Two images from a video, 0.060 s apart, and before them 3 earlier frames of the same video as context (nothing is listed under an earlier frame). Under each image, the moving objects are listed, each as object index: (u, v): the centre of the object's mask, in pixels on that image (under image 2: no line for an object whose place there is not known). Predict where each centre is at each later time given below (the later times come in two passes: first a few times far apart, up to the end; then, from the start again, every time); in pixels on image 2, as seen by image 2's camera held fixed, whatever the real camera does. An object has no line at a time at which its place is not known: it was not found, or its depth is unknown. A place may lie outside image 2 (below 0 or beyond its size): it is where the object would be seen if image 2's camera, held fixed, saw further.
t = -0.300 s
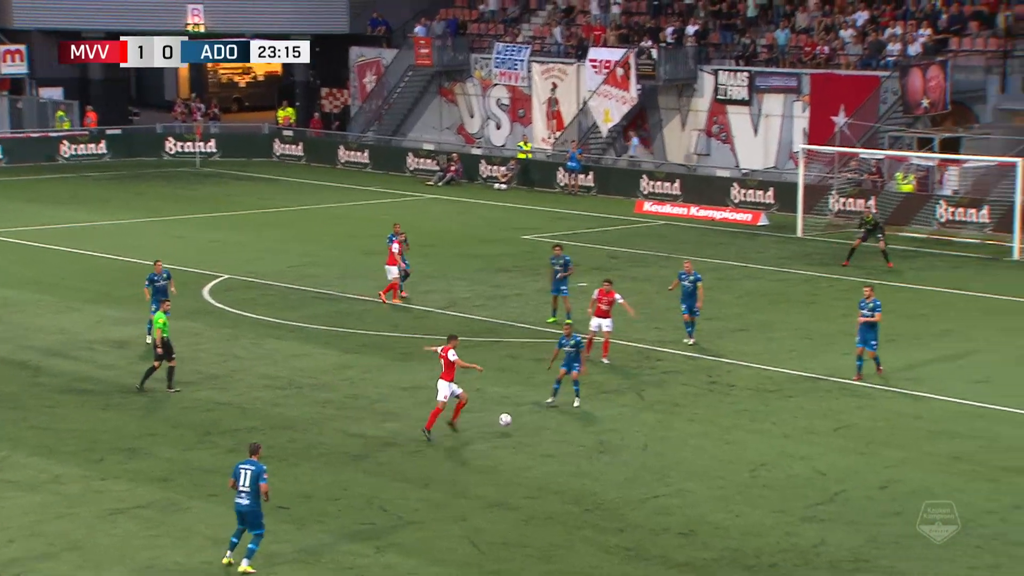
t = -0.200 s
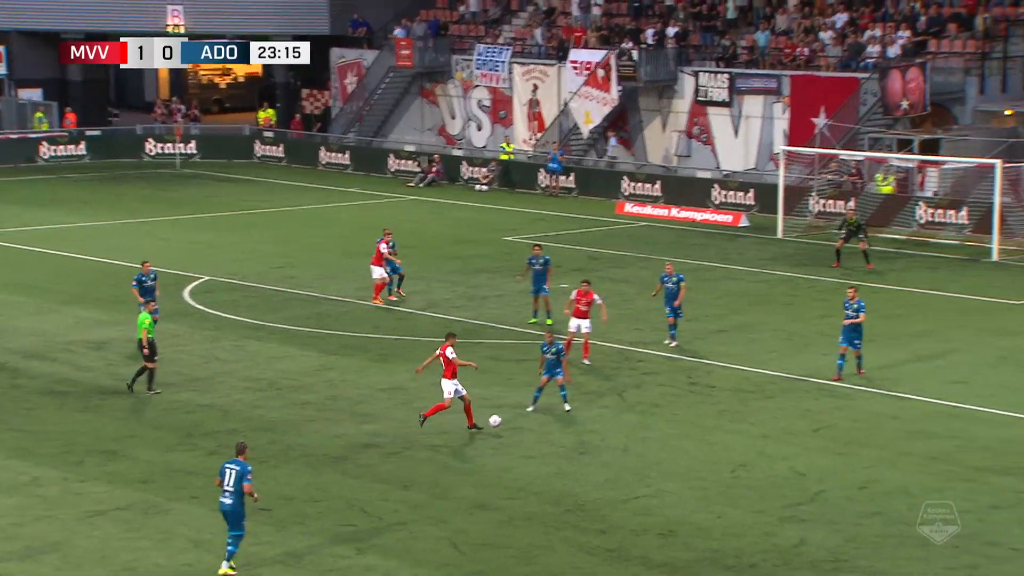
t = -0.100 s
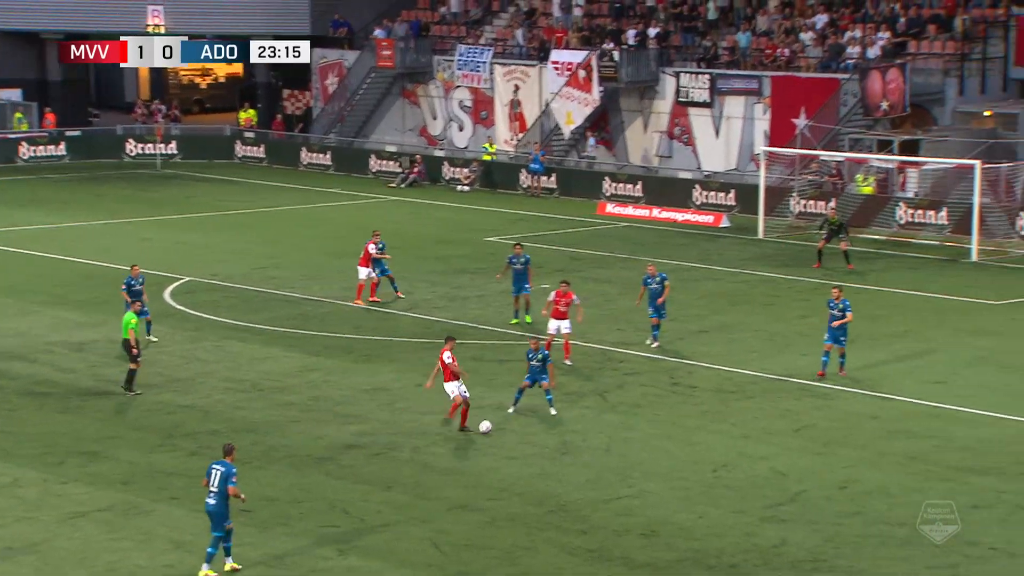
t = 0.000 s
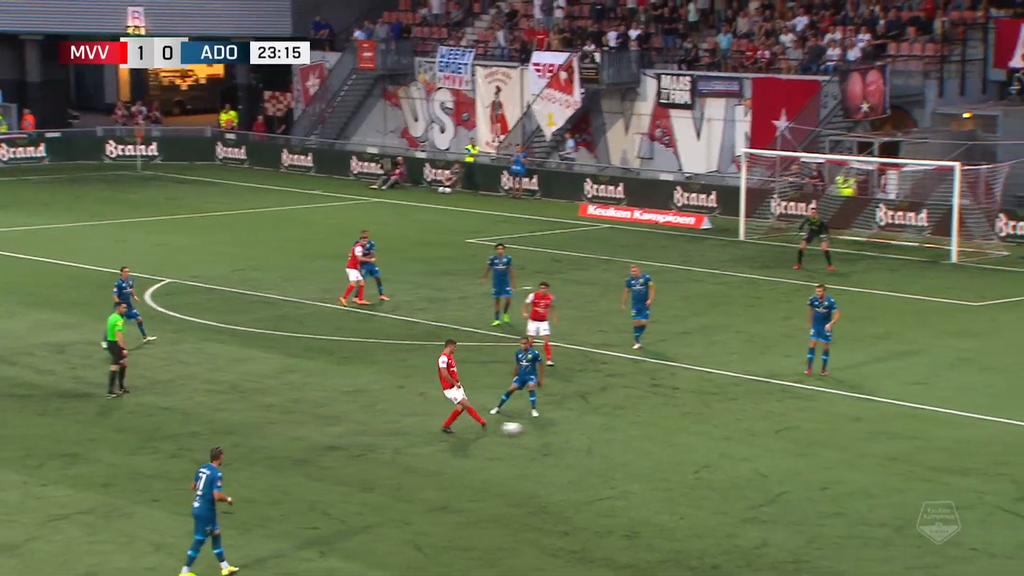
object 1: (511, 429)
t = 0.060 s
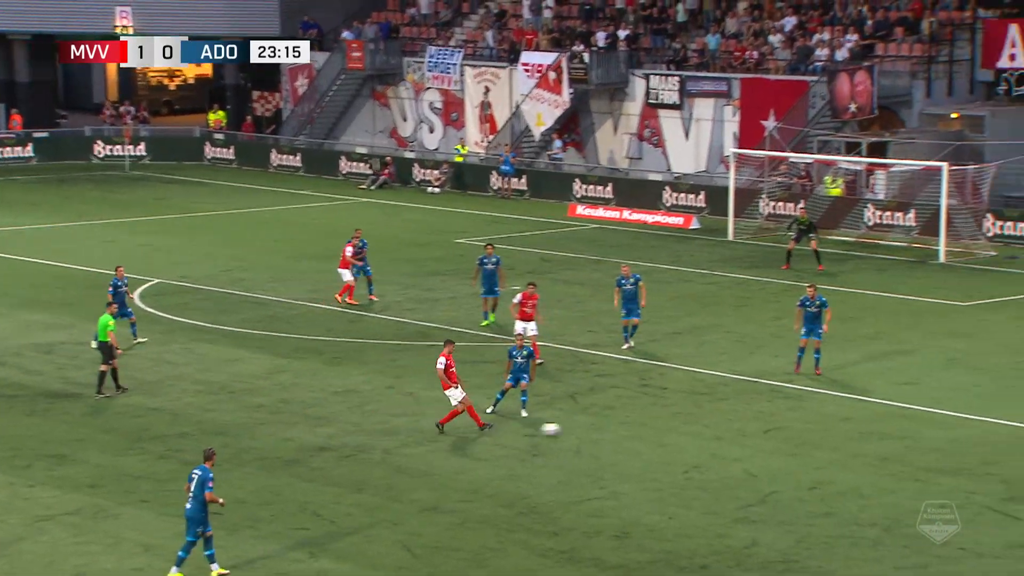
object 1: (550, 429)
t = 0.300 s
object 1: (737, 431)
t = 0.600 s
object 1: (948, 438)
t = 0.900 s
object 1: (1138, 445)
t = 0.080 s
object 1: (567, 429)
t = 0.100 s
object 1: (583, 429)
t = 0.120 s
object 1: (599, 429)
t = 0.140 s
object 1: (615, 430)
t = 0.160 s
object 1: (630, 430)
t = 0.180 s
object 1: (646, 431)
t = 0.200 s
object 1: (662, 432)
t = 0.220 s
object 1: (677, 432)
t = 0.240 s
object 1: (692, 432)
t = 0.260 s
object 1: (707, 431)
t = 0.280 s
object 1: (722, 431)
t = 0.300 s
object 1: (737, 431)
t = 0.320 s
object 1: (752, 432)
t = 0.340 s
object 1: (767, 433)
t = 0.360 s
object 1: (782, 434)
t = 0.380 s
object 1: (796, 435)
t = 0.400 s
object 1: (811, 435)
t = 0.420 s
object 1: (825, 435)
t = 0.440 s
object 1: (839, 435)
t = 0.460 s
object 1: (853, 435)
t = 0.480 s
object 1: (867, 435)
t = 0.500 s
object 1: (881, 436)
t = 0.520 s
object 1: (895, 436)
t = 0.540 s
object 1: (908, 437)
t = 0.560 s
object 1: (923, 438)
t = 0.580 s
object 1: (936, 438)
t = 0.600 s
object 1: (948, 438)
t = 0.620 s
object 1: (962, 438)
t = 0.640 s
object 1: (975, 438)
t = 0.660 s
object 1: (988, 439)
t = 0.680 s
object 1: (1001, 440)
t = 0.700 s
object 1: (1014, 441)
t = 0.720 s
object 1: (1027, 442)
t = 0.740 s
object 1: (1039, 442)
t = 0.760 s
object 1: (1052, 442)
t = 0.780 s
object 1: (1064, 442)
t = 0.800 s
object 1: (1077, 443)
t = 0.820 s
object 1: (1089, 443)
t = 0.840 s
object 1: (1102, 444)
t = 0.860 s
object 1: (1114, 444)
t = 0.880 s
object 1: (1126, 445)
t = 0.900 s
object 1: (1138, 445)
